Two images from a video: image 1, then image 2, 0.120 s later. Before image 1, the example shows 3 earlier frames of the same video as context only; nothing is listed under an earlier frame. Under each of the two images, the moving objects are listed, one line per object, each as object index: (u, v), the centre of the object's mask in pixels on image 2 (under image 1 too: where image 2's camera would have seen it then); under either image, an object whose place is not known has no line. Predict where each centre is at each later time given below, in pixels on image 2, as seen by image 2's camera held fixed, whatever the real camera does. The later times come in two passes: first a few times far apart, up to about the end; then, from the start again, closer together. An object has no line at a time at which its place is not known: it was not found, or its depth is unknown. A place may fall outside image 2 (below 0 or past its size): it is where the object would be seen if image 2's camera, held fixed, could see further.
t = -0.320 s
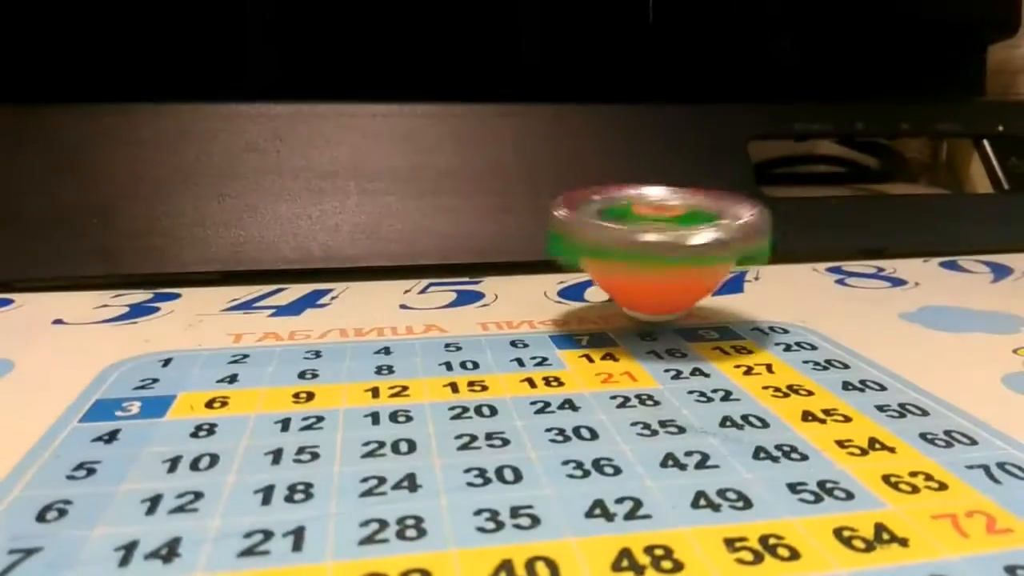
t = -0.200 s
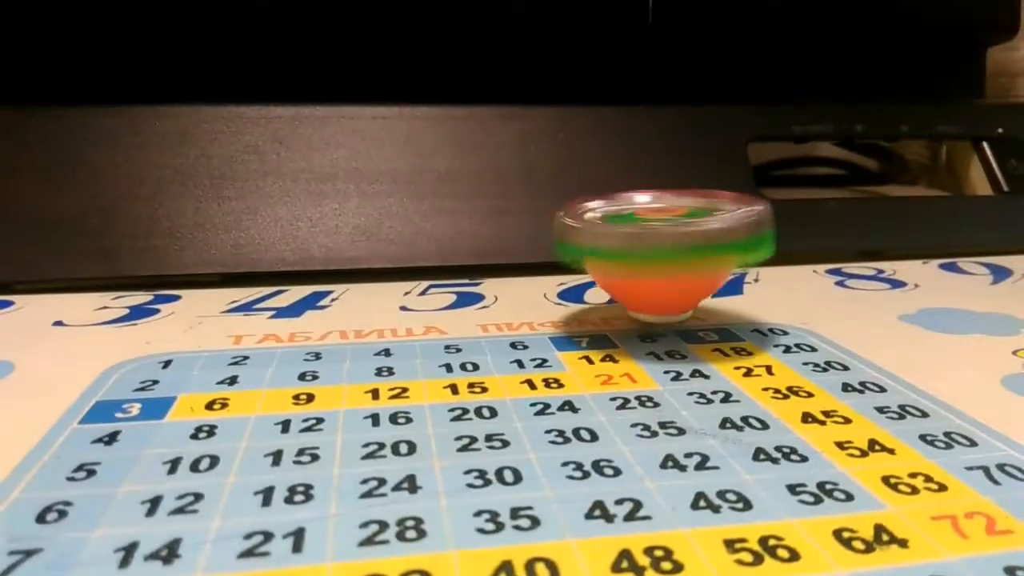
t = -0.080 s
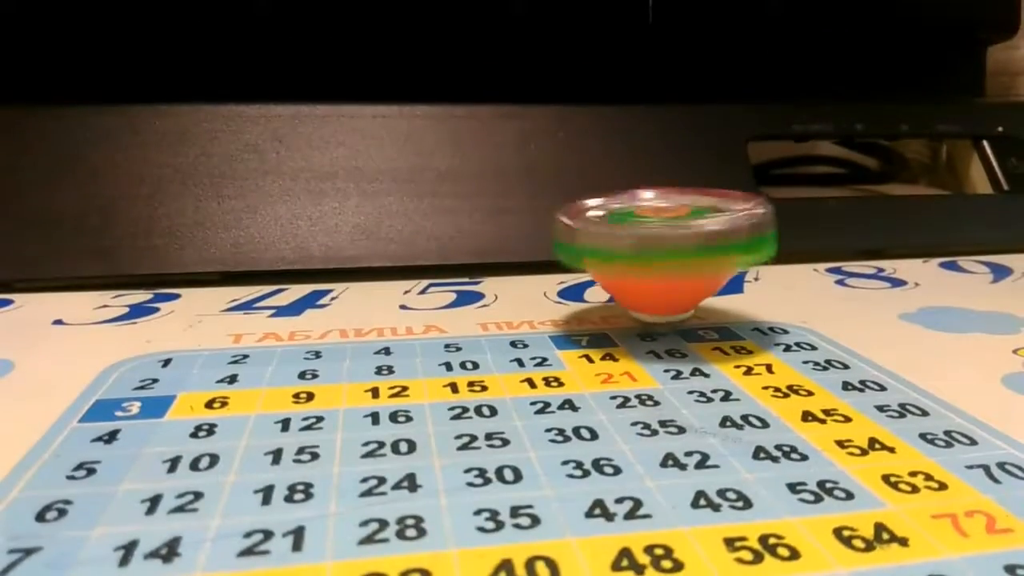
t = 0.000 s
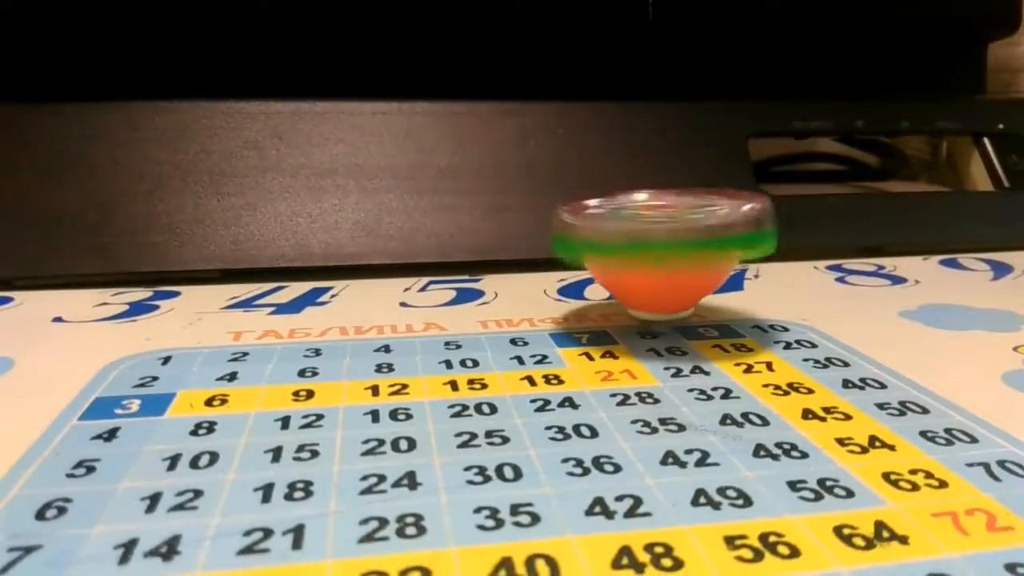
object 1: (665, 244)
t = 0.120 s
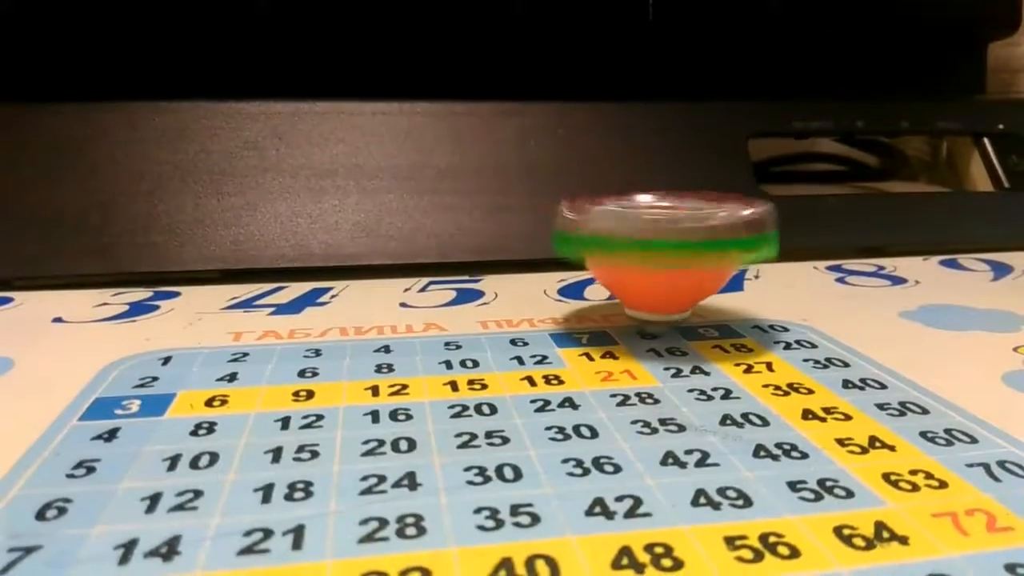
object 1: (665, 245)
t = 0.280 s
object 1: (660, 243)
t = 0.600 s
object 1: (660, 246)
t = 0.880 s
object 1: (658, 243)
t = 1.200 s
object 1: (660, 244)
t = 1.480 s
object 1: (663, 242)
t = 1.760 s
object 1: (669, 241)
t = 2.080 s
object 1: (669, 239)
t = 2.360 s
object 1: (677, 240)
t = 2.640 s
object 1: (675, 241)
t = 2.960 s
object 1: (675, 240)
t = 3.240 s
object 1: (676, 240)
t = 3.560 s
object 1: (675, 240)
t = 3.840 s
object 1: (674, 239)
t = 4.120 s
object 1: (674, 237)
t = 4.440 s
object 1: (681, 238)
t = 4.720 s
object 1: (679, 238)
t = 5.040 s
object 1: (680, 236)
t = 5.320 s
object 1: (678, 237)
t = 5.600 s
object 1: (675, 236)
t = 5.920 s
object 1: (675, 236)
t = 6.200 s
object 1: (677, 236)
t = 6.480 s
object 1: (671, 234)
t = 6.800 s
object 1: (671, 232)
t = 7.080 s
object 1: (673, 234)
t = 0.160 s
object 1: (666, 245)
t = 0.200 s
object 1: (662, 245)
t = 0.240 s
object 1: (661, 245)
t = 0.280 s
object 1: (660, 243)
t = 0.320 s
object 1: (660, 246)
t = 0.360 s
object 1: (661, 245)
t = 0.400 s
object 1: (659, 245)
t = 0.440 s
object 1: (658, 245)
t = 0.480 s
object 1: (656, 244)
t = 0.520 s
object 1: (658, 246)
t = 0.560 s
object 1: (659, 245)
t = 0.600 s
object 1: (660, 246)
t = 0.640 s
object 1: (662, 244)
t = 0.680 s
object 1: (662, 244)
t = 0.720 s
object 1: (662, 245)
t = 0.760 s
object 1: (662, 244)
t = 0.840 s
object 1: (659, 244)
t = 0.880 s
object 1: (658, 243)
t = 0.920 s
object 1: (660, 245)
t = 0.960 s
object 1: (661, 243)
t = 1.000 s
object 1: (661, 245)
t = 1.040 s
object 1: (661, 243)
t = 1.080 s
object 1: (660, 243)
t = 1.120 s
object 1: (660, 244)
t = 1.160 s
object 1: (660, 243)
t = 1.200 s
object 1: (660, 244)
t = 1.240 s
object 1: (661, 242)
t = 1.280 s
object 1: (660, 243)
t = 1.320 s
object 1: (663, 244)
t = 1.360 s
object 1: (665, 242)
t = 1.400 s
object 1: (665, 243)
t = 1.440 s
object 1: (664, 241)
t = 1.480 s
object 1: (663, 242)
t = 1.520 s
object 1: (665, 244)
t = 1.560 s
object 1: (665, 242)
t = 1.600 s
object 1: (665, 243)
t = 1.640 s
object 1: (669, 243)
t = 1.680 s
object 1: (669, 243)
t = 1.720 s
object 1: (670, 243)
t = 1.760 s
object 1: (669, 241)
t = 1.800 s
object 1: (666, 242)
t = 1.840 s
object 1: (666, 241)
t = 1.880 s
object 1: (665, 241)
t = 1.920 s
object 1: (667, 243)
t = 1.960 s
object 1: (668, 241)
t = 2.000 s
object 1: (669, 241)
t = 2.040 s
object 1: (670, 239)
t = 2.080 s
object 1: (669, 239)
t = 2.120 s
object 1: (670, 241)
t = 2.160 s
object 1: (670, 239)
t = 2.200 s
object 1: (670, 239)
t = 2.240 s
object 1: (674, 240)
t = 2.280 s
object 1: (674, 240)
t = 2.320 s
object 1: (676, 242)
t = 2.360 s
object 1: (677, 240)
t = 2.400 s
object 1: (676, 239)
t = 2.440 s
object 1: (675, 239)
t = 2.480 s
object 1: (673, 238)
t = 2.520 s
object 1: (673, 241)
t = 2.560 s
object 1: (673, 240)
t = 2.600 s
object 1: (672, 239)
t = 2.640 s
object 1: (675, 241)
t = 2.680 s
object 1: (675, 239)
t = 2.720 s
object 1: (675, 241)
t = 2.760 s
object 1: (676, 240)
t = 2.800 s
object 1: (677, 238)
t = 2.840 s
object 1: (675, 238)
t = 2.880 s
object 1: (674, 237)
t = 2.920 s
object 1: (673, 238)
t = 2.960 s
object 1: (675, 240)
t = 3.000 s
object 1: (675, 238)
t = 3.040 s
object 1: (677, 241)
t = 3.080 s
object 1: (677, 239)
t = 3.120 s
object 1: (677, 240)
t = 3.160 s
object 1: (678, 241)
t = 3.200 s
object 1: (677, 239)
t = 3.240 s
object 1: (676, 240)
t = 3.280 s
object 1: (675, 238)
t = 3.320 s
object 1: (672, 238)
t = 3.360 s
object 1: (674, 241)
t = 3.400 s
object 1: (676, 239)
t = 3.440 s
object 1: (677, 240)
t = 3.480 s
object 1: (678, 239)
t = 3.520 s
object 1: (677, 237)
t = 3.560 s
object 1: (675, 240)
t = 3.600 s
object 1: (677, 239)
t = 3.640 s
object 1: (676, 238)
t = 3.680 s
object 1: (675, 241)
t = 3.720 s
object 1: (674, 239)
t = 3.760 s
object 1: (672, 239)
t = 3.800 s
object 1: (674, 241)
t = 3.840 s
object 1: (674, 239)
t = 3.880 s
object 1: (672, 239)
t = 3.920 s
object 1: (672, 237)
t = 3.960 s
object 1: (669, 236)
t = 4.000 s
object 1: (670, 238)
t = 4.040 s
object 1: (670, 237)
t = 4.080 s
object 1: (671, 239)
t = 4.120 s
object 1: (674, 237)
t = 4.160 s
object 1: (674, 236)
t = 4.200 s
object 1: (675, 237)
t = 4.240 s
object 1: (678, 238)
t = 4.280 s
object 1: (677, 236)
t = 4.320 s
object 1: (680, 238)
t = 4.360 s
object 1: (680, 236)
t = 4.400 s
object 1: (679, 236)
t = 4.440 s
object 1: (681, 238)
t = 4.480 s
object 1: (679, 236)
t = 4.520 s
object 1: (680, 238)
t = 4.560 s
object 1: (679, 237)
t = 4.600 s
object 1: (676, 234)
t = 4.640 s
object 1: (678, 237)
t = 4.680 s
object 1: (678, 236)
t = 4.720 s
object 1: (679, 238)
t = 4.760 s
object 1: (681, 237)
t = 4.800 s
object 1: (681, 234)
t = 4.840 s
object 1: (680, 235)
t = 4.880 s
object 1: (680, 233)
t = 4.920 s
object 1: (678, 233)
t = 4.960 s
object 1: (681, 237)
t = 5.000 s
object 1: (681, 235)
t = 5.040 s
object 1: (680, 236)
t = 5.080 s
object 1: (684, 236)
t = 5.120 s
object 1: (682, 236)
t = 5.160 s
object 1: (681, 237)
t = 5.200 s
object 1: (680, 237)
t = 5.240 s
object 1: (679, 235)
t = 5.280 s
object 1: (678, 239)
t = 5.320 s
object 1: (678, 237)
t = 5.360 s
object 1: (677, 238)
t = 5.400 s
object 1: (679, 239)
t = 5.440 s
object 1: (679, 236)
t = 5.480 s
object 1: (678, 237)
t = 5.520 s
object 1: (678, 235)
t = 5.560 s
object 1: (677, 234)
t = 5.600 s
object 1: (675, 236)
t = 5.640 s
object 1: (677, 236)
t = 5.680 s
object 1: (675, 235)
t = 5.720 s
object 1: (675, 238)
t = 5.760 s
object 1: (675, 237)
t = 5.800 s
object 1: (676, 238)
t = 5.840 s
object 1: (678, 239)
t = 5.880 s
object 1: (677, 236)
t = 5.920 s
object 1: (675, 236)
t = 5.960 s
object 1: (675, 235)
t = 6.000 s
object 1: (674, 233)
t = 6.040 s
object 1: (672, 234)
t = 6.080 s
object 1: (673, 236)
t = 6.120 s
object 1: (673, 235)
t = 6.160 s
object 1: (675, 237)
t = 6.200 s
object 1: (677, 236)
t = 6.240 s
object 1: (677, 235)
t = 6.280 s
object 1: (678, 236)
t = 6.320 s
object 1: (677, 232)
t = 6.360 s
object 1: (675, 234)
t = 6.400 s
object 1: (676, 234)
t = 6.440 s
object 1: (673, 233)
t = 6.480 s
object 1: (671, 234)
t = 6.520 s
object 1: (674, 235)
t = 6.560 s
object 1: (674, 234)
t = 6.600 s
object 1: (674, 235)
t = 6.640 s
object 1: (675, 235)
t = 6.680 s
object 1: (675, 232)
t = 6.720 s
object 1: (674, 233)
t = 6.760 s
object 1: (673, 231)
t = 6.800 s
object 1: (671, 232)
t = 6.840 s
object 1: (673, 234)
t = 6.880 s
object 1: (675, 233)
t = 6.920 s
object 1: (675, 233)
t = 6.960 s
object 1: (675, 234)
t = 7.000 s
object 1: (675, 232)
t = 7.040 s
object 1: (673, 232)
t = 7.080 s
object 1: (673, 234)
